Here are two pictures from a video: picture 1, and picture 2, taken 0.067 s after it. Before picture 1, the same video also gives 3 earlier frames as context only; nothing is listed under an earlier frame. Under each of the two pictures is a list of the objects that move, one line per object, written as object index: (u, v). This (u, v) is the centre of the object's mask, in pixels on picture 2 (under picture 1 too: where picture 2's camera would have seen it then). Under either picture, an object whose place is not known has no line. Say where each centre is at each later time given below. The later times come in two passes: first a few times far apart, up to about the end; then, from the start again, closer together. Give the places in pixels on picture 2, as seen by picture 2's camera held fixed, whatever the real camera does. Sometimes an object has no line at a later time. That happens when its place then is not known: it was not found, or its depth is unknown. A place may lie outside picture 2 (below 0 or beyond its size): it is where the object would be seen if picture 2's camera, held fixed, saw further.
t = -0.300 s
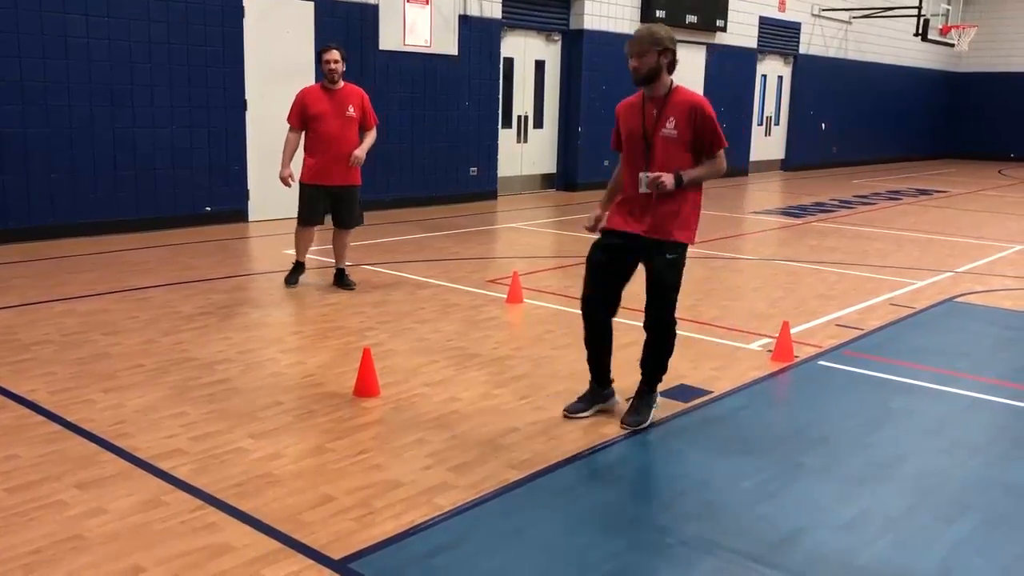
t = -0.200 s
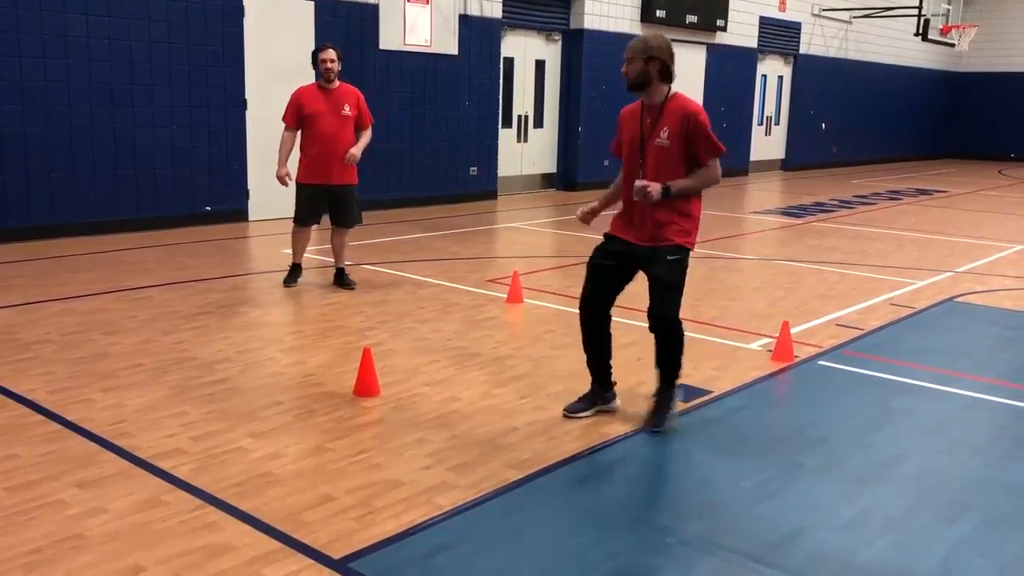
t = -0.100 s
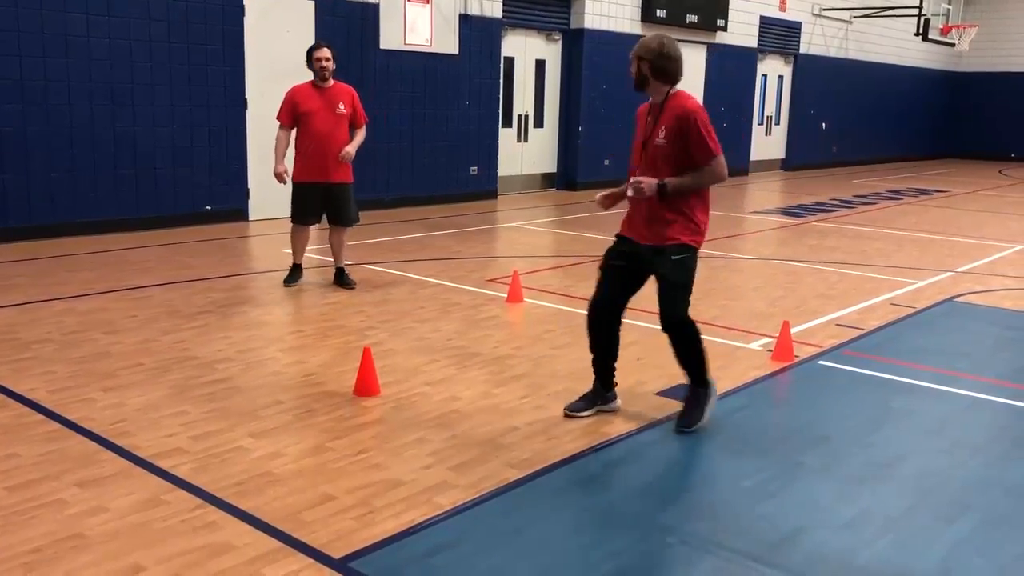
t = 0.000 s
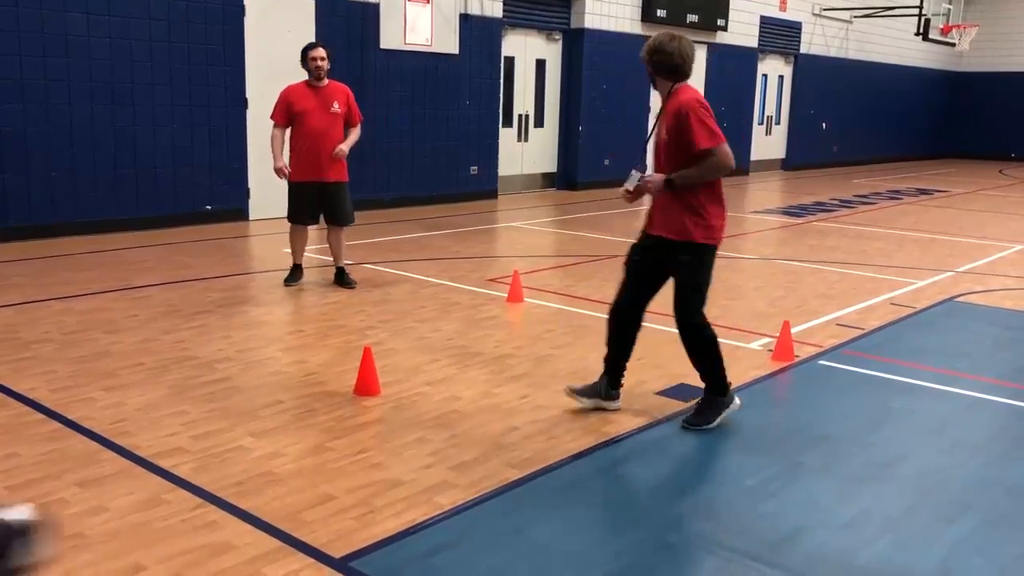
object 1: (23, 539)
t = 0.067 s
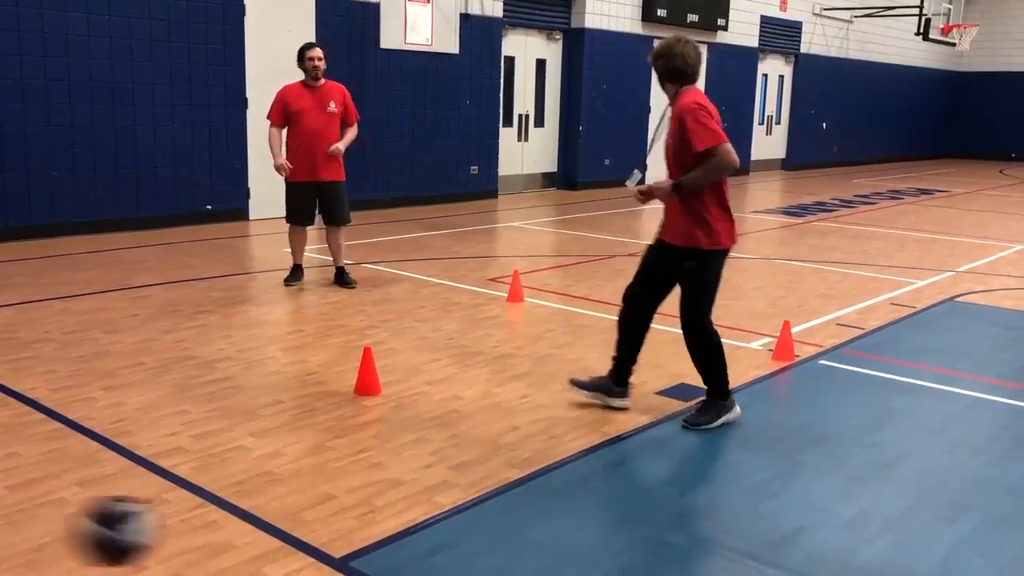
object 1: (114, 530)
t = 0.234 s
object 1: (285, 507)
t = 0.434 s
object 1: (375, 471)
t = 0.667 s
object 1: (466, 454)
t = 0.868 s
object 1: (533, 444)
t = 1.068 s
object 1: (592, 432)
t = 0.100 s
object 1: (163, 530)
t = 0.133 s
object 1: (209, 535)
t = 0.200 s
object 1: (269, 523)
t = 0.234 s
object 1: (285, 507)
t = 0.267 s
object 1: (301, 492)
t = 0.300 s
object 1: (316, 482)
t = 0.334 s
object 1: (331, 475)
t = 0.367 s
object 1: (346, 470)
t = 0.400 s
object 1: (360, 469)
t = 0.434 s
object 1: (375, 471)
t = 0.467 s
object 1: (388, 476)
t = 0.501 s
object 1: (401, 484)
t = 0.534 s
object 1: (414, 489)
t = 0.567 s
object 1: (428, 474)
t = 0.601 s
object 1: (441, 464)
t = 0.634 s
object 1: (453, 458)
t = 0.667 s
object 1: (466, 454)
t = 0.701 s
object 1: (478, 454)
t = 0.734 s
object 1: (489, 456)
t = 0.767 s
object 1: (500, 463)
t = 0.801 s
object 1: (512, 458)
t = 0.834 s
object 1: (523, 448)
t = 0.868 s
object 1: (533, 444)
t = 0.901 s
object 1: (543, 442)
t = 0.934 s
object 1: (553, 444)
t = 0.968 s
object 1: (562, 444)
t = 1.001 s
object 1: (572, 437)
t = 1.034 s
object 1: (582, 433)
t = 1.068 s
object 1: (592, 432)
